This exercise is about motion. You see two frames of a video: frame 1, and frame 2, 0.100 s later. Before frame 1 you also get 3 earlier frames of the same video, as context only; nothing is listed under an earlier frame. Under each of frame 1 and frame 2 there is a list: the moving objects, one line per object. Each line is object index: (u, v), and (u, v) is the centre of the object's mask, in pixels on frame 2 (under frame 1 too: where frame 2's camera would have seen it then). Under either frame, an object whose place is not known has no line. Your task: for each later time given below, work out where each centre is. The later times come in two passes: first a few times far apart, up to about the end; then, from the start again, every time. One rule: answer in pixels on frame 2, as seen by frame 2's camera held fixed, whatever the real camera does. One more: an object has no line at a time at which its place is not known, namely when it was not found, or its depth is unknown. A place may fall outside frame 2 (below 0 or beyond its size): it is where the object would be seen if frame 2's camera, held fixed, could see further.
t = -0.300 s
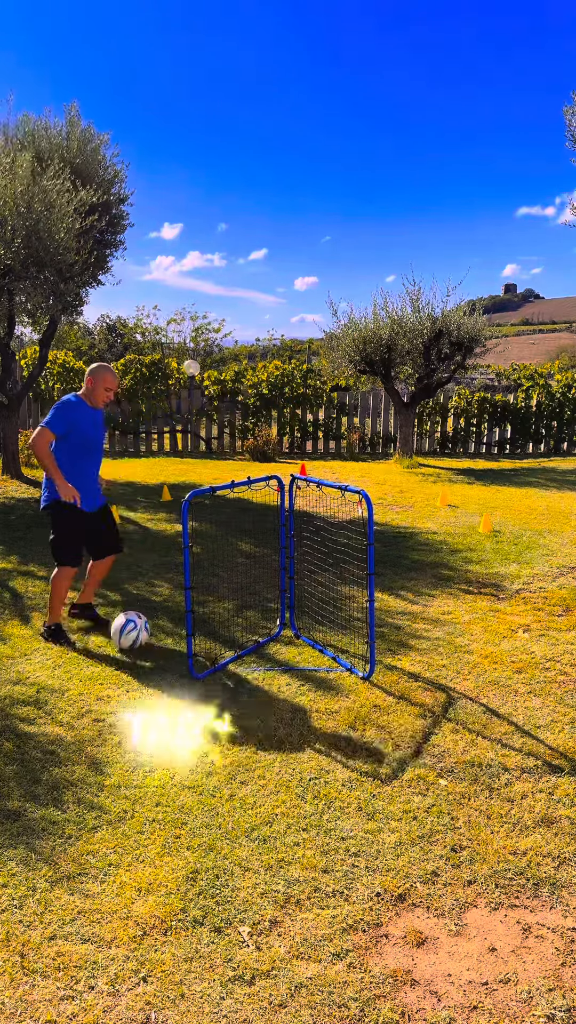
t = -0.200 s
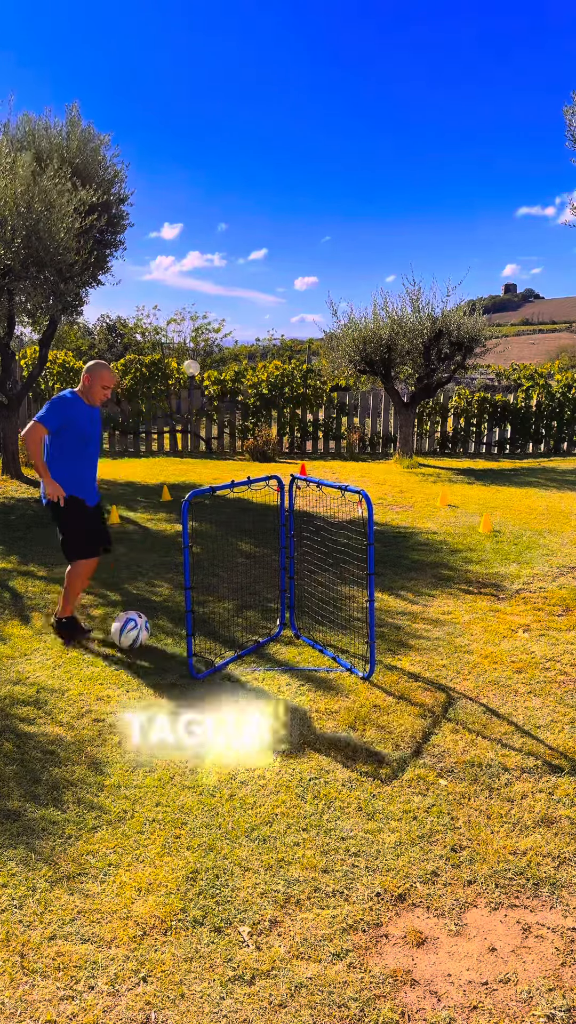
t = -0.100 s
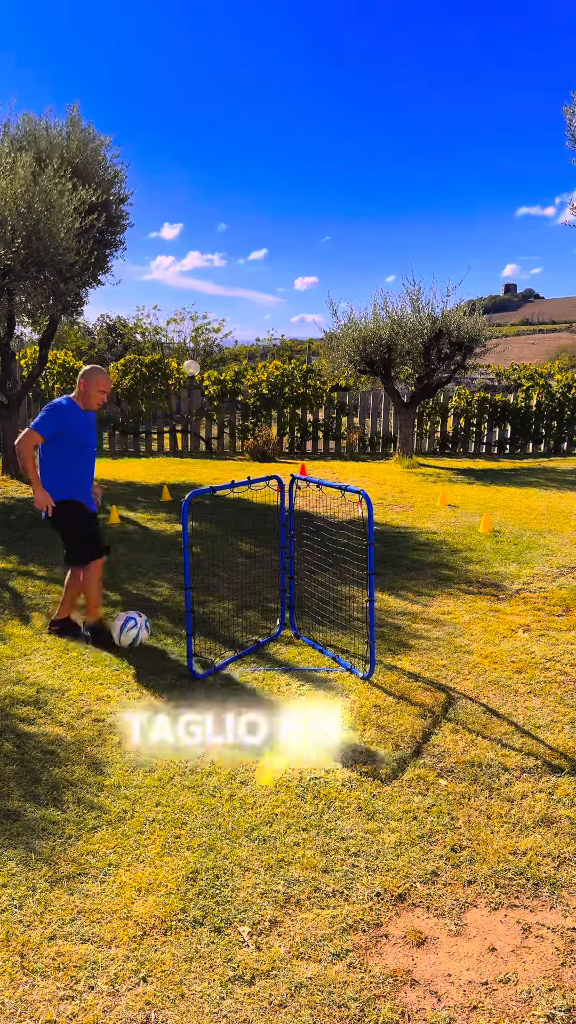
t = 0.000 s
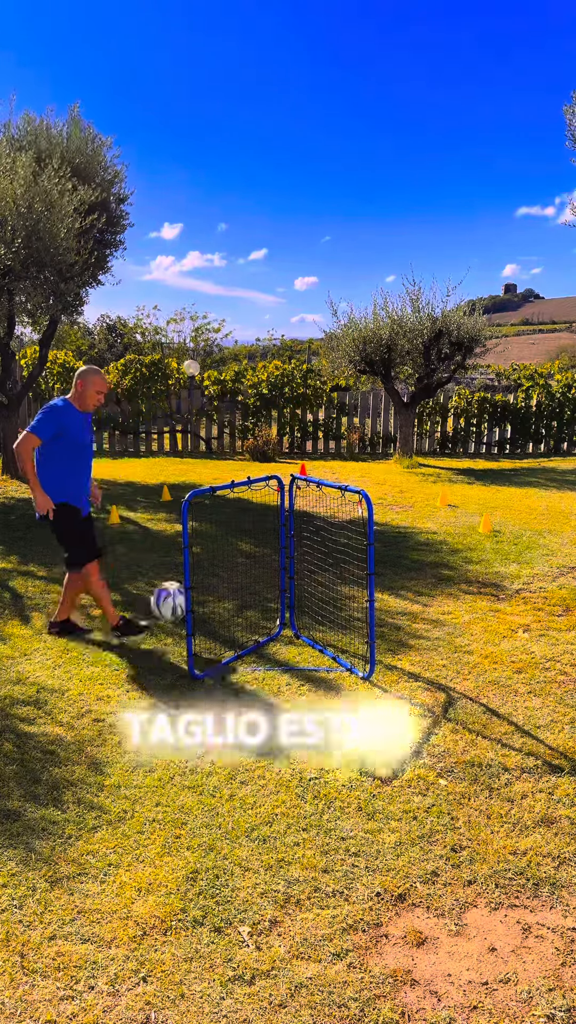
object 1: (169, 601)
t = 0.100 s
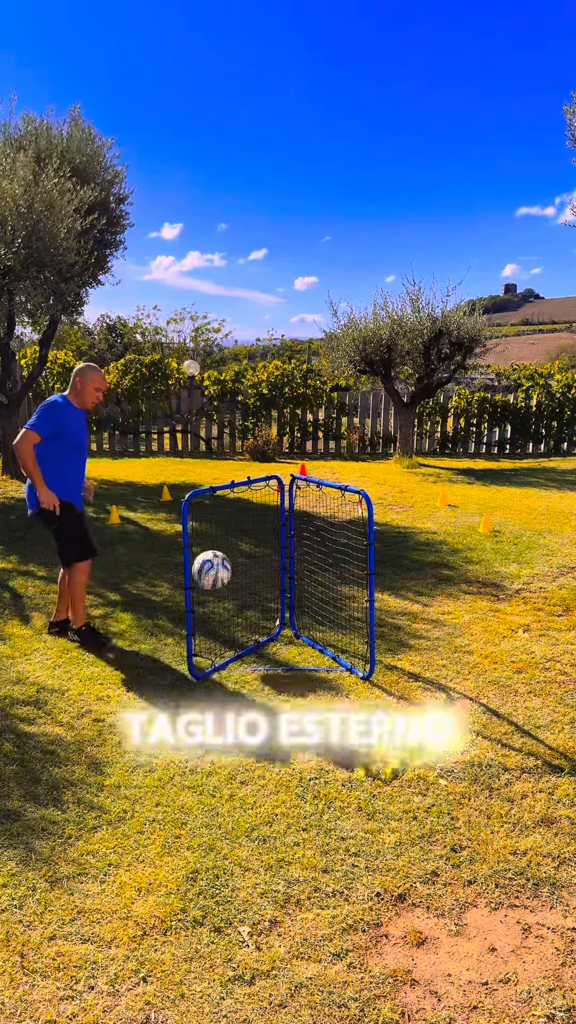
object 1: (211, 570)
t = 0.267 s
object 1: (214, 551)
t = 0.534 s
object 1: (151, 603)
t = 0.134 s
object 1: (226, 563)
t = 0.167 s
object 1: (234, 560)
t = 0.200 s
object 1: (231, 555)
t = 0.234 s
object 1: (222, 552)
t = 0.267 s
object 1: (214, 551)
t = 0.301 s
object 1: (207, 552)
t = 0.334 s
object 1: (202, 553)
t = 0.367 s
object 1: (189, 558)
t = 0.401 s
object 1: (180, 564)
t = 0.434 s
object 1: (170, 571)
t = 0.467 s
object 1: (166, 580)
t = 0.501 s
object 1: (158, 591)
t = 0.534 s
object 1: (151, 603)
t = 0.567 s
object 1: (145, 607)
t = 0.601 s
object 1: (142, 597)
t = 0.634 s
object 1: (138, 588)
